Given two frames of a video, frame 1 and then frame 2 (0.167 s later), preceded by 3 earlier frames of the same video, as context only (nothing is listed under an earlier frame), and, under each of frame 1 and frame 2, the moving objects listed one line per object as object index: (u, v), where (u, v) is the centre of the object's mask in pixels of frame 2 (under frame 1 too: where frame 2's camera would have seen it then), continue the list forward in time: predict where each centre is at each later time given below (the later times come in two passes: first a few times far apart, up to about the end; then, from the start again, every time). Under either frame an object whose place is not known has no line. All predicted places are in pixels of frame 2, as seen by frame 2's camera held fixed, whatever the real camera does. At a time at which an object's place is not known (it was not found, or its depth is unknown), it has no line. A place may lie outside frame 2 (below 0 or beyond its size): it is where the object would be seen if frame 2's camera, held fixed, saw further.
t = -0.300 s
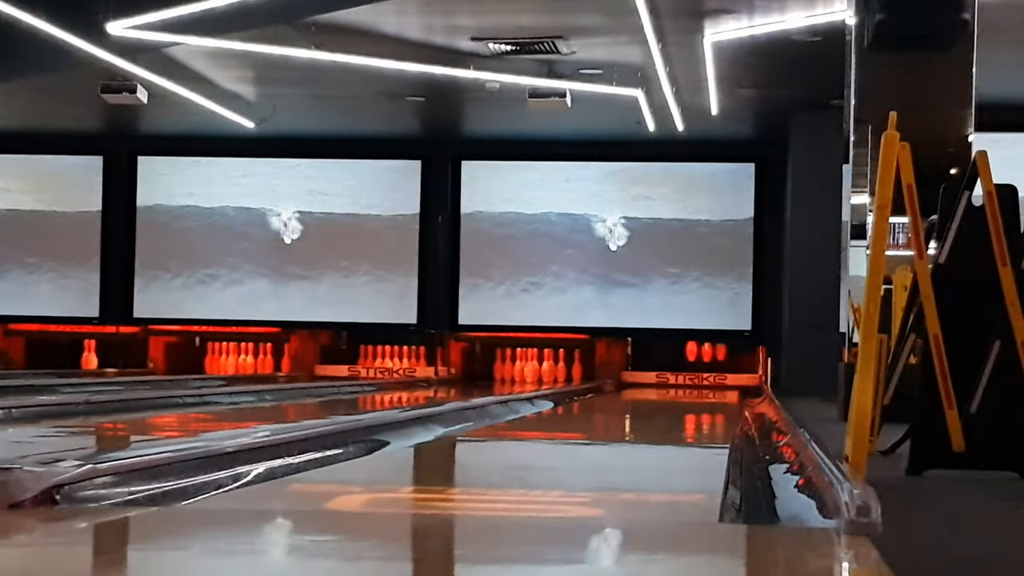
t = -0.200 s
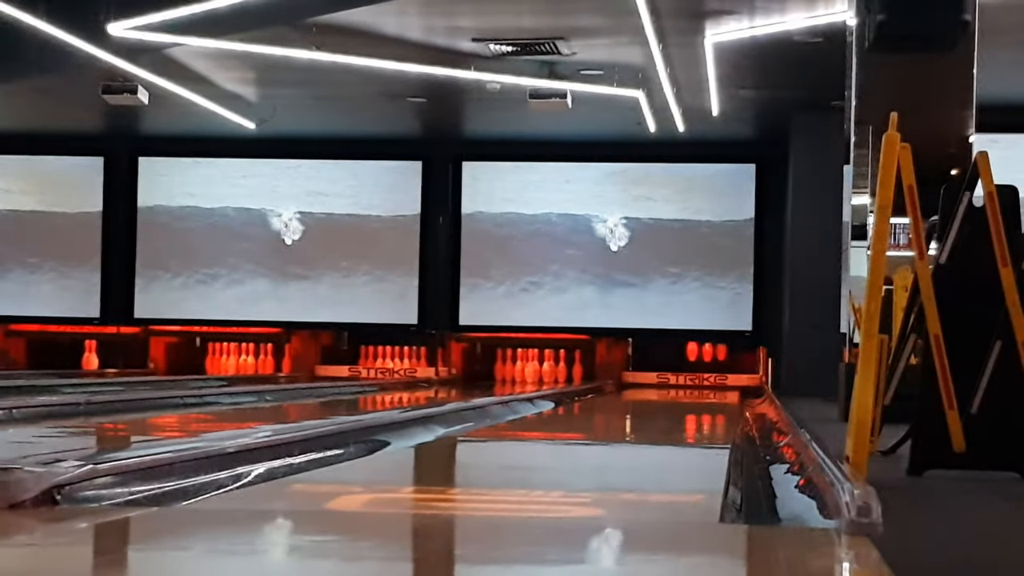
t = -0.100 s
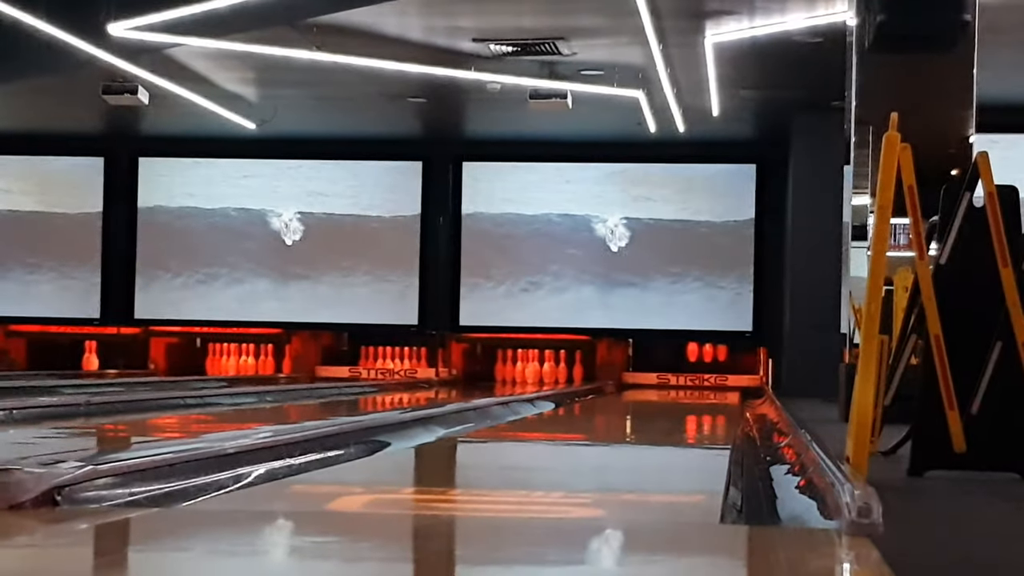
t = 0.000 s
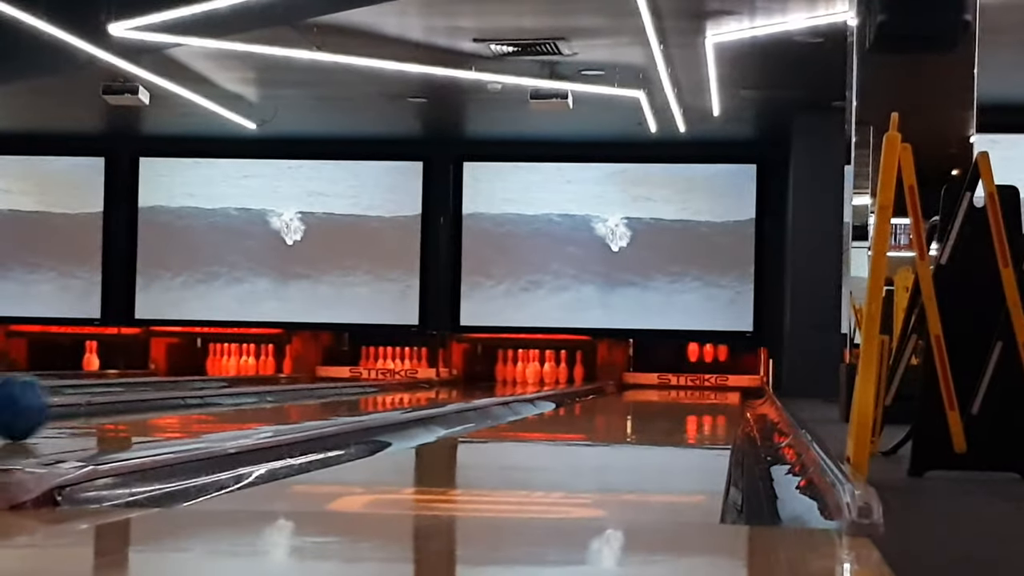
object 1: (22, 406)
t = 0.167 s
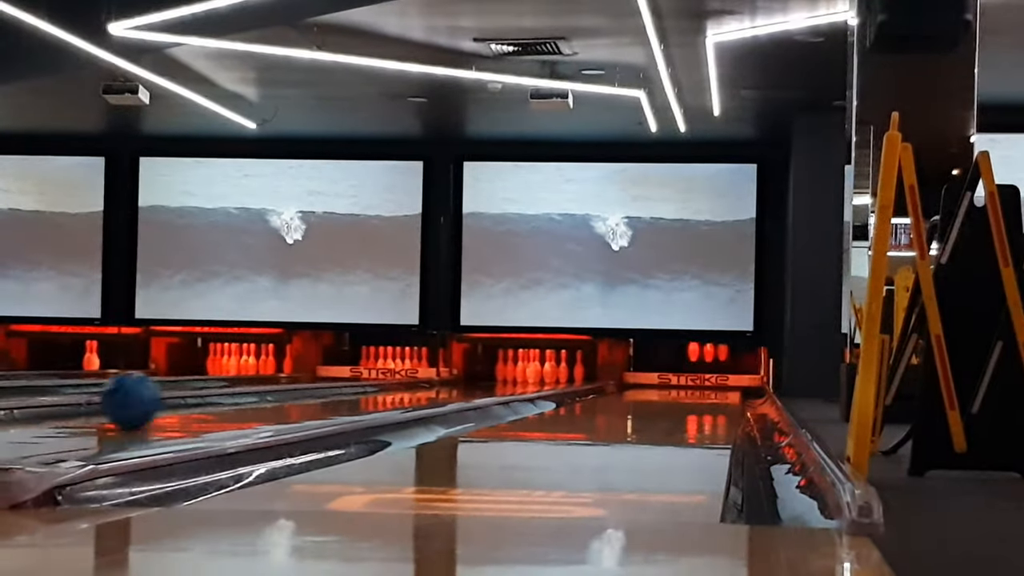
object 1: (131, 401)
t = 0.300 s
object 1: (200, 396)
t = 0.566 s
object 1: (300, 391)
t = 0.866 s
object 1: (376, 387)
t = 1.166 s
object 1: (431, 384)
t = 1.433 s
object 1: (468, 382)
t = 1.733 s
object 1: (499, 380)
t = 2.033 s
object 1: (523, 378)
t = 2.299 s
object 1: (542, 377)
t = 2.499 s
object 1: (554, 377)
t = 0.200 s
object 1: (149, 400)
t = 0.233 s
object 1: (167, 398)
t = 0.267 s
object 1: (184, 397)
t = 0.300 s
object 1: (200, 396)
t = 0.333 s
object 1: (214, 396)
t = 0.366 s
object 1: (229, 395)
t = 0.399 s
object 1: (242, 395)
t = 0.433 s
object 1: (255, 394)
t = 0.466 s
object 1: (267, 393)
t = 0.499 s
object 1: (278, 393)
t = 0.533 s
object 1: (290, 391)
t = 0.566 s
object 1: (300, 391)
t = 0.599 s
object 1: (310, 390)
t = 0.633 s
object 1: (320, 390)
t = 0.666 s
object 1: (329, 390)
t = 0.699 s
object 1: (337, 389)
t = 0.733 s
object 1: (346, 389)
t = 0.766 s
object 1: (354, 388)
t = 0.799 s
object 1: (362, 388)
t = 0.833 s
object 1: (369, 388)
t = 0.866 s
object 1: (376, 387)
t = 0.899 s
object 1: (384, 387)
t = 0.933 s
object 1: (390, 386)
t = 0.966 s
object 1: (397, 386)
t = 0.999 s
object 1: (403, 385)
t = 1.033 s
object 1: (410, 385)
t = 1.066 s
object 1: (416, 385)
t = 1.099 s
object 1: (422, 384)
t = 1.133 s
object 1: (426, 385)
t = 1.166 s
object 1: (431, 384)
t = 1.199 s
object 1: (437, 384)
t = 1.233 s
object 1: (442, 383)
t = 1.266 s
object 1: (446, 383)
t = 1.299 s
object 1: (451, 383)
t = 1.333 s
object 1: (455, 383)
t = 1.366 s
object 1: (460, 382)
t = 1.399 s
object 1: (465, 382)
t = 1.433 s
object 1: (468, 382)
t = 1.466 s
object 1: (472, 382)
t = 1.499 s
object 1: (476, 382)
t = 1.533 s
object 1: (479, 382)
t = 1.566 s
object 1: (483, 381)
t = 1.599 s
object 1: (485, 381)
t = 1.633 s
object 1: (489, 380)
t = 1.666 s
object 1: (492, 381)
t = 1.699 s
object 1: (495, 380)
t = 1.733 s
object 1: (499, 380)
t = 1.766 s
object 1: (502, 380)
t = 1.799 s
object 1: (505, 379)
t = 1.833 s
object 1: (508, 379)
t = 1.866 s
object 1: (511, 379)
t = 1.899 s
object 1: (514, 379)
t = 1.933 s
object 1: (516, 379)
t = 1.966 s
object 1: (519, 379)
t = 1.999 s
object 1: (522, 378)
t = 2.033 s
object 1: (523, 378)
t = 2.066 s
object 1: (526, 378)
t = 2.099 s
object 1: (529, 378)
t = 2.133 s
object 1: (532, 378)
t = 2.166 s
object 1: (533, 378)
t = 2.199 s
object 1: (535, 377)
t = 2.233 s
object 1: (538, 377)
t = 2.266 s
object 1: (539, 377)
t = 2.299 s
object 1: (542, 377)
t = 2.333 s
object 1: (544, 377)
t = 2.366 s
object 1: (547, 377)
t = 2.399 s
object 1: (548, 377)
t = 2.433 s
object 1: (550, 376)
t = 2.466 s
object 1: (552, 376)
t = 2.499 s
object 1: (554, 377)
